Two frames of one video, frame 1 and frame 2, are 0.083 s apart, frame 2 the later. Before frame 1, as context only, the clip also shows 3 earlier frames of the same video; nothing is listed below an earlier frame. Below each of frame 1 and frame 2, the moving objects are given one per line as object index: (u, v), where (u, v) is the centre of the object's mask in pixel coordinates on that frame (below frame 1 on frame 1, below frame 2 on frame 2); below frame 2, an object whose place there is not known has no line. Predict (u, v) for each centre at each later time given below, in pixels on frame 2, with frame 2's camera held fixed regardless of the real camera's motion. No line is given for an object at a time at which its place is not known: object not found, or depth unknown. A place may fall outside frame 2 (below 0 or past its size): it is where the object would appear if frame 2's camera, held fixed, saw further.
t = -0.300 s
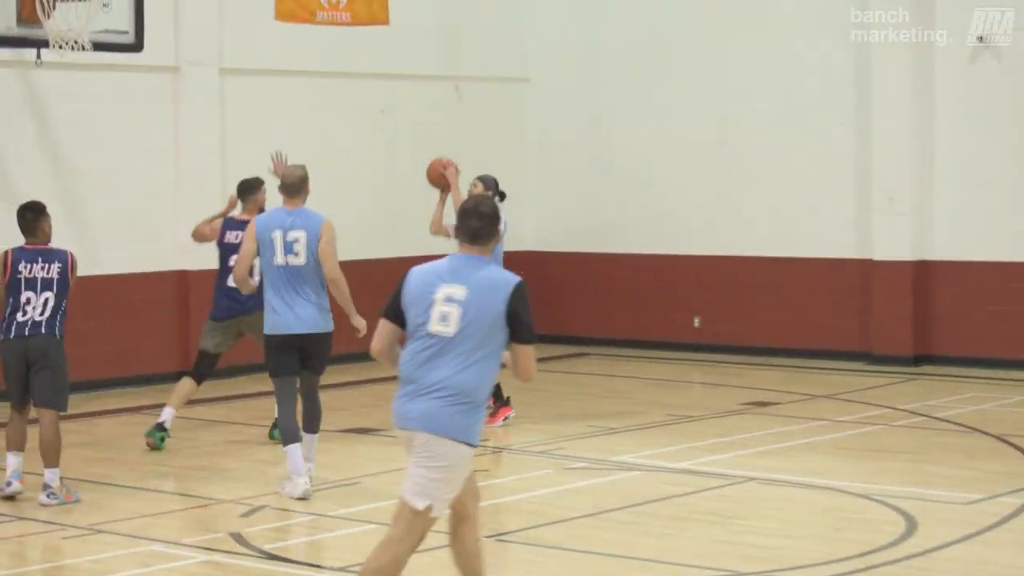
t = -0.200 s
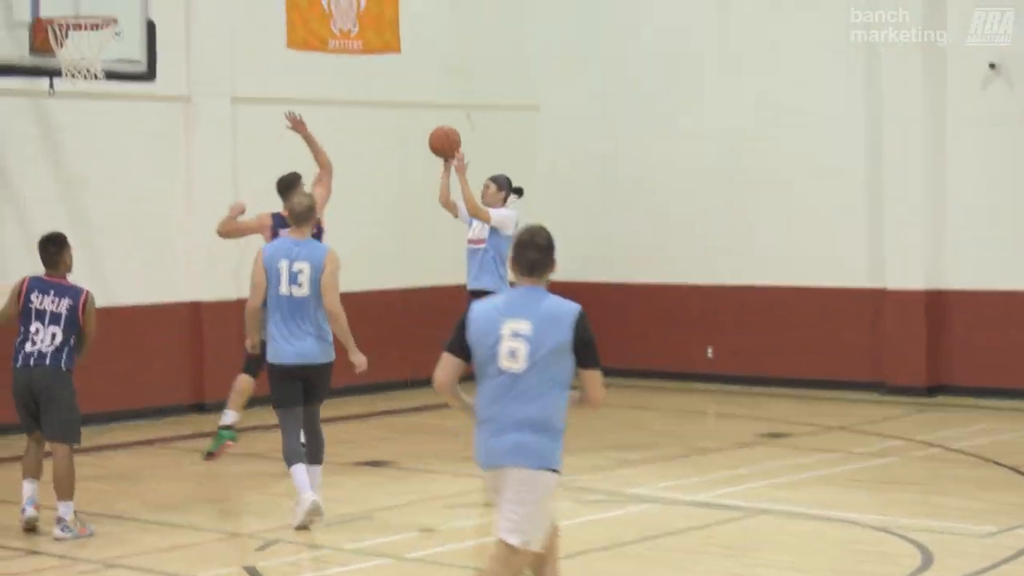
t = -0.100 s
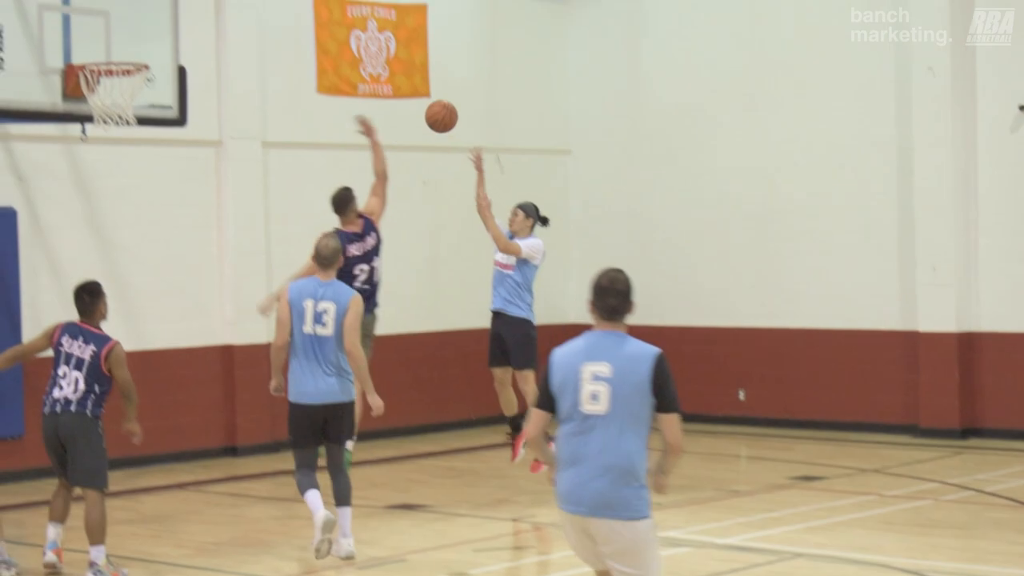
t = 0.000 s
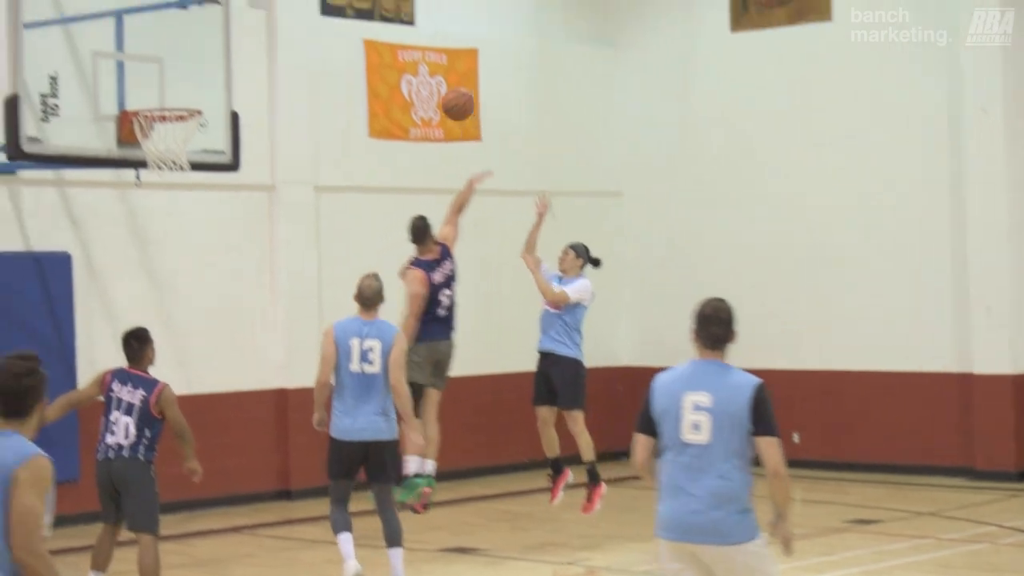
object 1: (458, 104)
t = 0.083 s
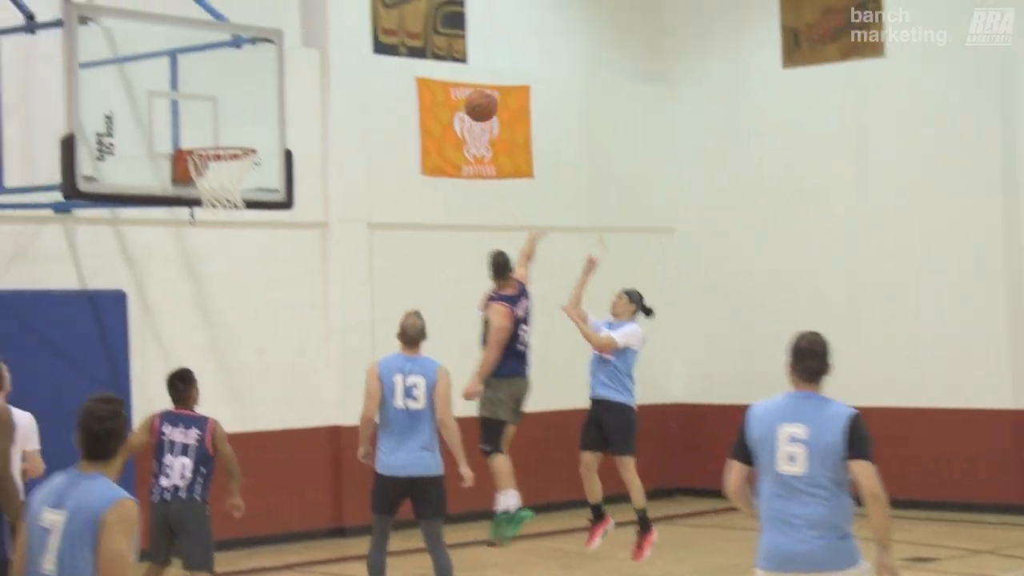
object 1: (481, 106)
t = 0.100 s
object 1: (474, 99)
